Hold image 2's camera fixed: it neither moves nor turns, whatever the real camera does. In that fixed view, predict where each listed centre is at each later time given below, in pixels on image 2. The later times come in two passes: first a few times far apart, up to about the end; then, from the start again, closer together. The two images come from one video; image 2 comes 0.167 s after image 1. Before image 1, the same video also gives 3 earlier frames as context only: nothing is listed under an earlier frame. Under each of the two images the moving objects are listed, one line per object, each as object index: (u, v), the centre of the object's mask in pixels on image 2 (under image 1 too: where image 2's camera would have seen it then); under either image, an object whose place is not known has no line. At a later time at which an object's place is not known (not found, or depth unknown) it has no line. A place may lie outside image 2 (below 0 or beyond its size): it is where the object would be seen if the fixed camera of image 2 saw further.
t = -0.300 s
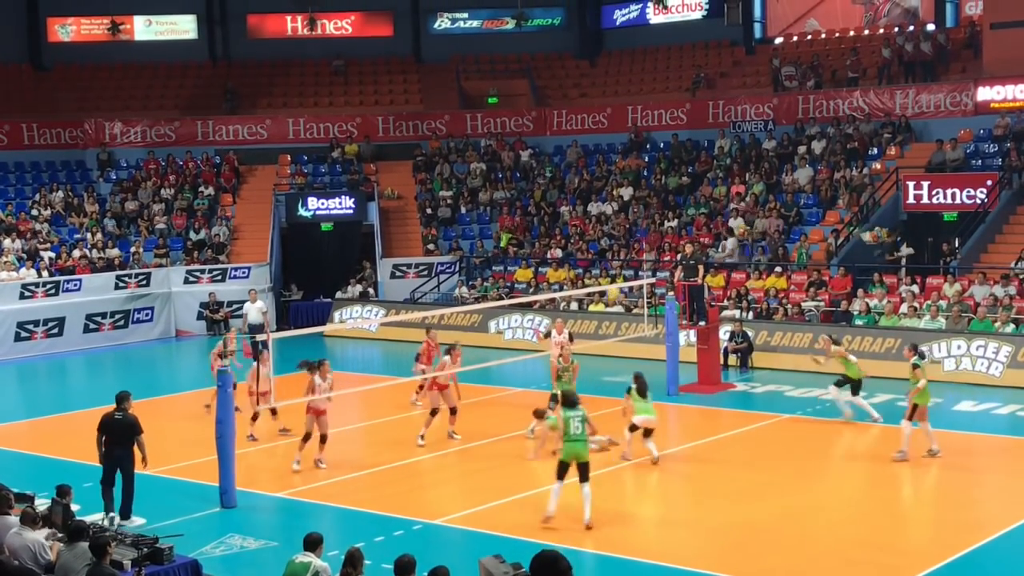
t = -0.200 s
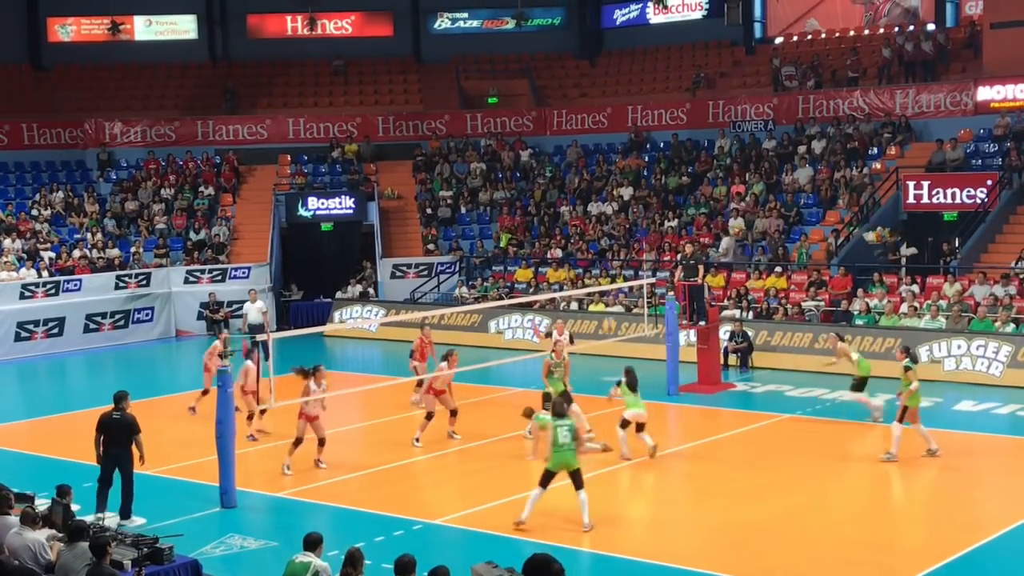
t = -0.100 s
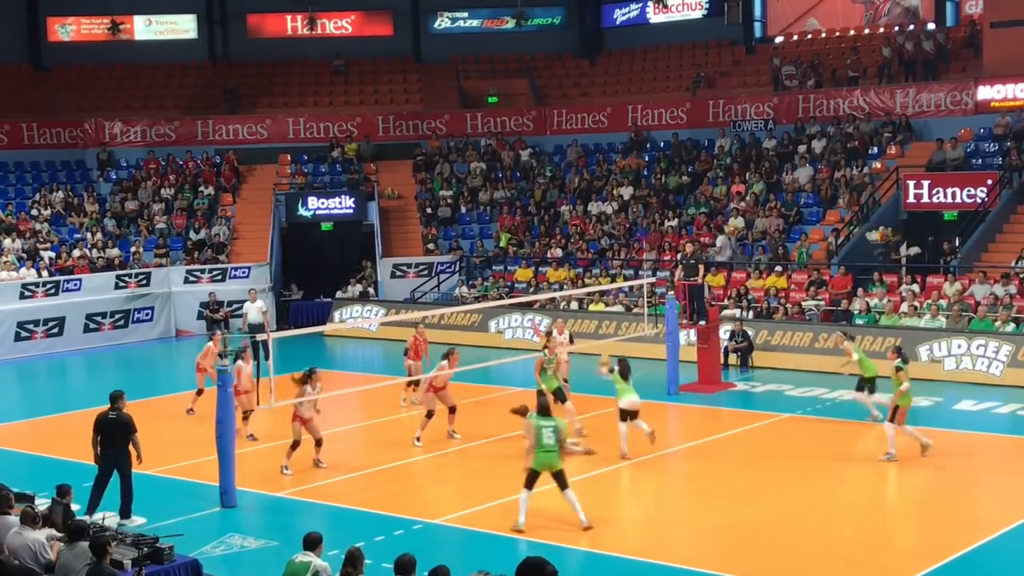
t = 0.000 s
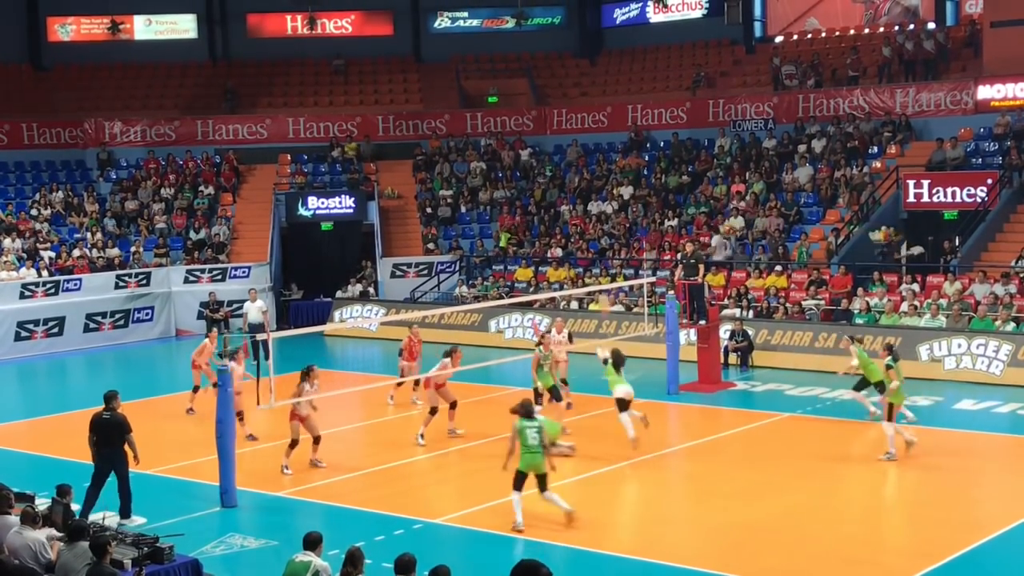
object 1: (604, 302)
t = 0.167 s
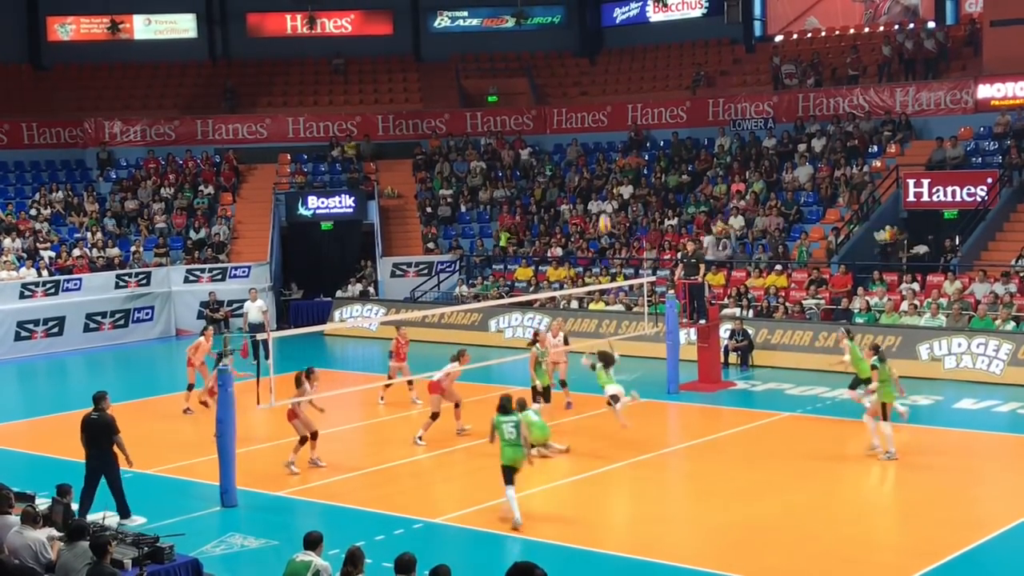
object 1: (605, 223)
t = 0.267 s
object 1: (603, 186)
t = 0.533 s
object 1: (606, 119)
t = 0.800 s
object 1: (610, 99)
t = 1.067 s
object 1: (613, 119)
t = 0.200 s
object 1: (605, 211)
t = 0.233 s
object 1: (604, 197)
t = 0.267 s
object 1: (603, 186)
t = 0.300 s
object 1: (604, 175)
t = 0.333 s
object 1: (604, 165)
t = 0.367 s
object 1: (604, 155)
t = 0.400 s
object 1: (605, 147)
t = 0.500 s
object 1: (606, 125)
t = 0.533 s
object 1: (606, 119)
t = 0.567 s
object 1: (606, 114)
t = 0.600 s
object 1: (607, 110)
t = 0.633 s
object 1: (608, 106)
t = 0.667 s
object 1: (608, 103)
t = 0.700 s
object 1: (608, 101)
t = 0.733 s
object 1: (609, 99)
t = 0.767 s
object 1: (609, 99)
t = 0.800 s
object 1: (610, 99)
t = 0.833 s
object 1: (610, 99)
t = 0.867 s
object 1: (610, 100)
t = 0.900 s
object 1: (611, 102)
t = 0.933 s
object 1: (612, 104)
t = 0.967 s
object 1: (612, 107)
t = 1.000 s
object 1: (612, 111)
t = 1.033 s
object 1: (613, 114)
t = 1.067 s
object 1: (613, 119)
